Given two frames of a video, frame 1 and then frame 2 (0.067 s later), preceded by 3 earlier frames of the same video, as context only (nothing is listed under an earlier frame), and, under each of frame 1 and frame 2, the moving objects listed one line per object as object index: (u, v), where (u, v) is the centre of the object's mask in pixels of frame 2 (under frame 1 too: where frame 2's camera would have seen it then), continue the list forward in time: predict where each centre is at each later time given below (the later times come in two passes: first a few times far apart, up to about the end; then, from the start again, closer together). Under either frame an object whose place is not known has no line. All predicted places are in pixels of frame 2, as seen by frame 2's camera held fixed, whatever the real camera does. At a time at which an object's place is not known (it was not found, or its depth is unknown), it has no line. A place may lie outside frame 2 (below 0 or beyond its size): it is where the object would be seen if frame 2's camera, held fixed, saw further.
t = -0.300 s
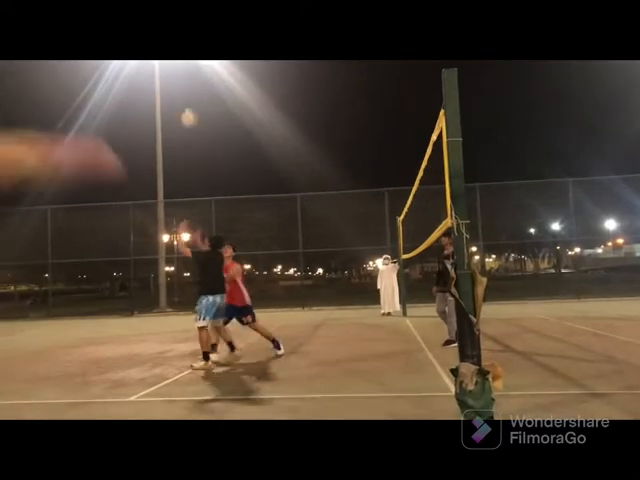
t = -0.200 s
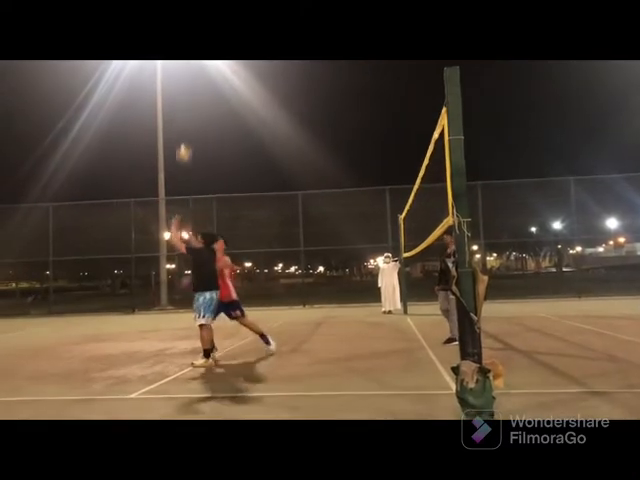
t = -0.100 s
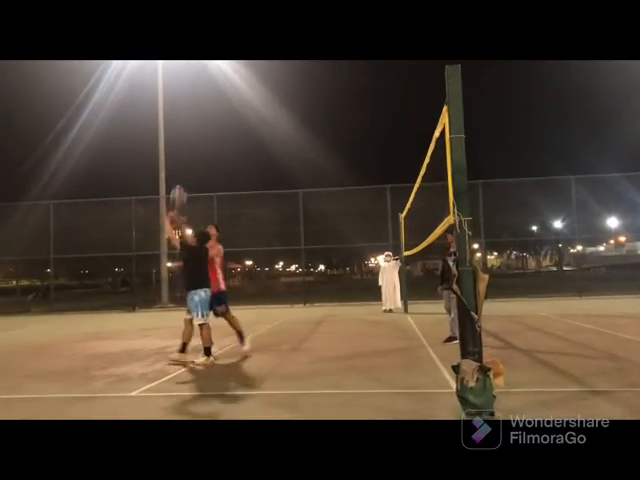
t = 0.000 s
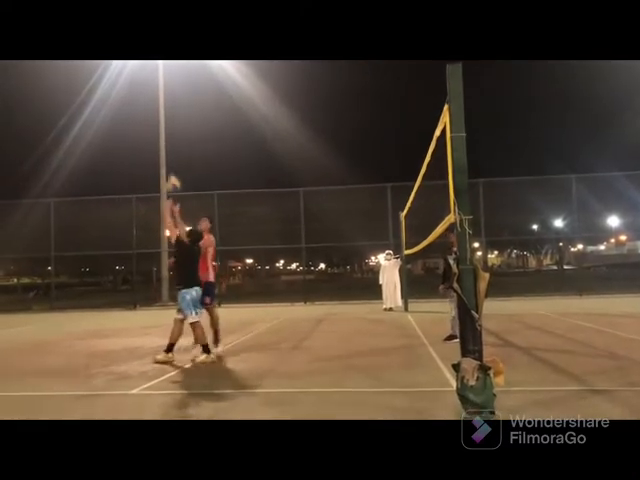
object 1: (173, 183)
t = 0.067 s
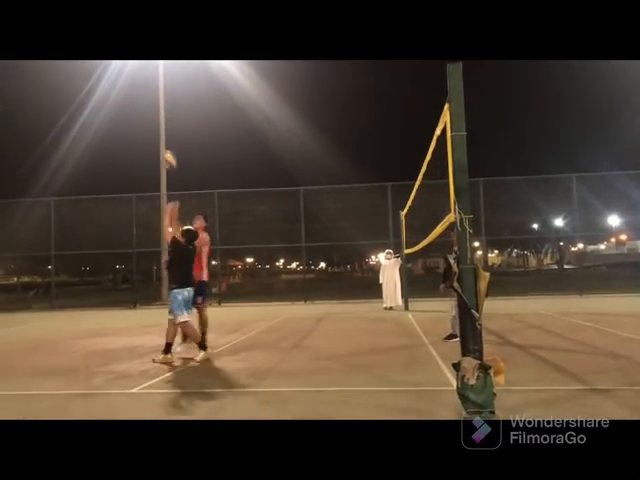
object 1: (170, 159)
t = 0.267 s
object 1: (157, 111)
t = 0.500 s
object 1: (146, 92)
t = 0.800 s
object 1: (134, 123)
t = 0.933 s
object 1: (129, 155)
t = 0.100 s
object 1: (168, 149)
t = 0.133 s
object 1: (165, 140)
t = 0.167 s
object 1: (163, 131)
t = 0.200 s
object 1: (162, 122)
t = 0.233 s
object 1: (159, 116)
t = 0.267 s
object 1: (157, 111)
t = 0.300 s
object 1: (154, 106)
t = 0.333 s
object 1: (153, 102)
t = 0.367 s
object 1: (152, 98)
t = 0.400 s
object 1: (151, 96)
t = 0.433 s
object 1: (149, 94)
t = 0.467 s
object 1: (147, 92)
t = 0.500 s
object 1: (146, 92)
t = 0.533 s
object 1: (145, 92)
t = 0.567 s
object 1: (143, 93)
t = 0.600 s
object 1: (142, 95)
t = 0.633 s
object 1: (141, 98)
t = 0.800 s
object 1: (134, 123)
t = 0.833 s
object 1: (133, 129)
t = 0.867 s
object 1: (131, 137)
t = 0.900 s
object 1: (130, 145)
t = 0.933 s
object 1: (129, 155)
